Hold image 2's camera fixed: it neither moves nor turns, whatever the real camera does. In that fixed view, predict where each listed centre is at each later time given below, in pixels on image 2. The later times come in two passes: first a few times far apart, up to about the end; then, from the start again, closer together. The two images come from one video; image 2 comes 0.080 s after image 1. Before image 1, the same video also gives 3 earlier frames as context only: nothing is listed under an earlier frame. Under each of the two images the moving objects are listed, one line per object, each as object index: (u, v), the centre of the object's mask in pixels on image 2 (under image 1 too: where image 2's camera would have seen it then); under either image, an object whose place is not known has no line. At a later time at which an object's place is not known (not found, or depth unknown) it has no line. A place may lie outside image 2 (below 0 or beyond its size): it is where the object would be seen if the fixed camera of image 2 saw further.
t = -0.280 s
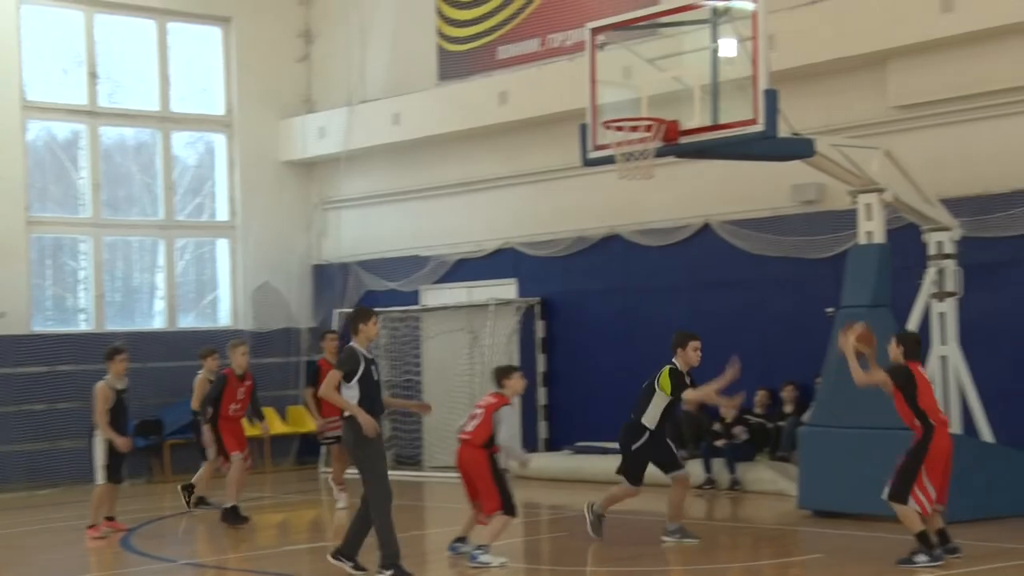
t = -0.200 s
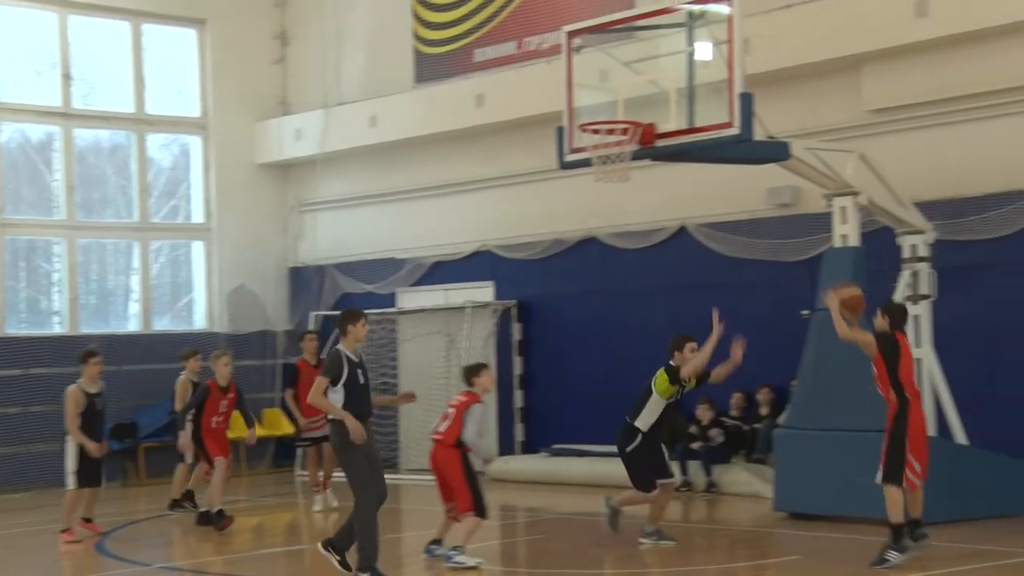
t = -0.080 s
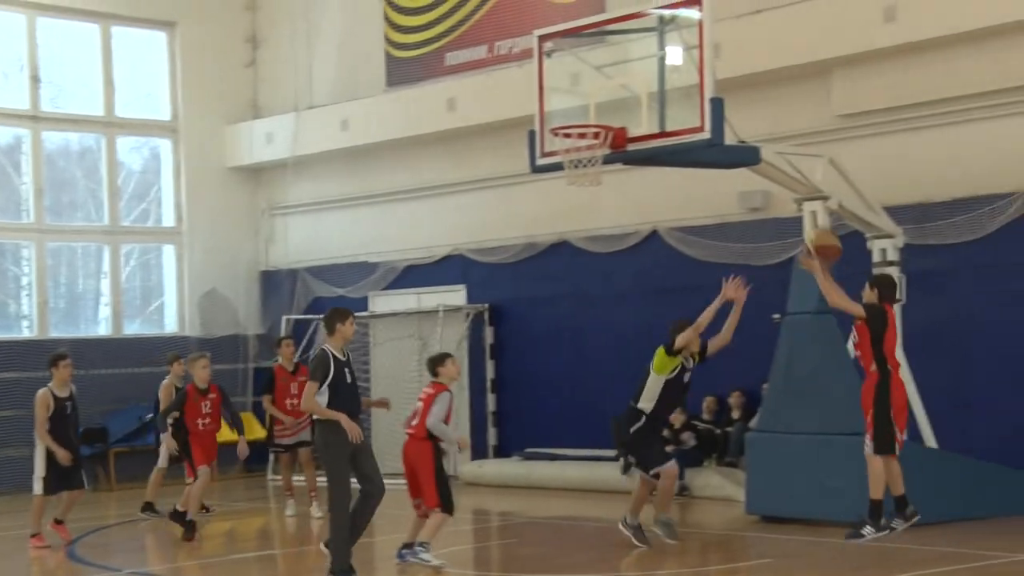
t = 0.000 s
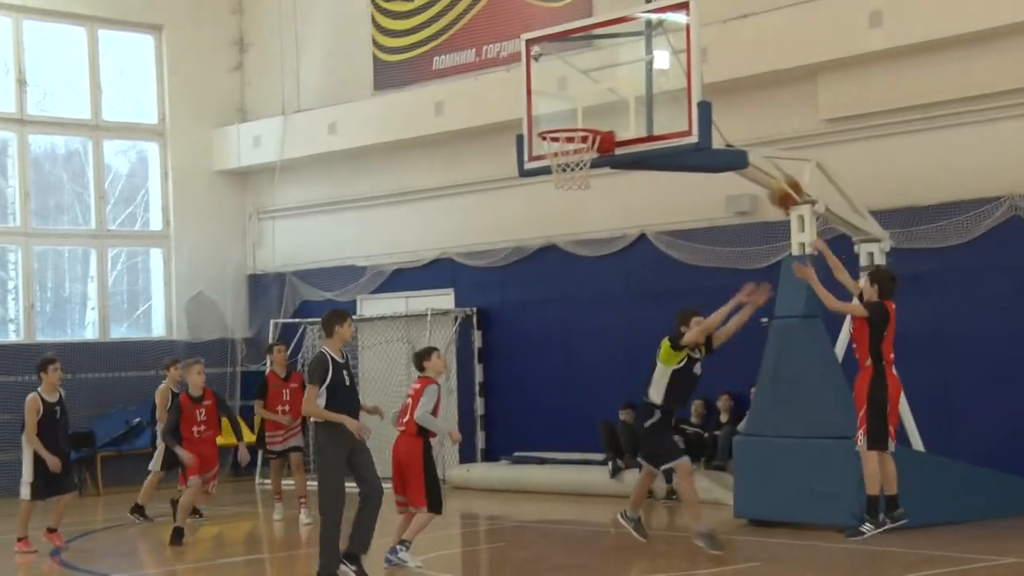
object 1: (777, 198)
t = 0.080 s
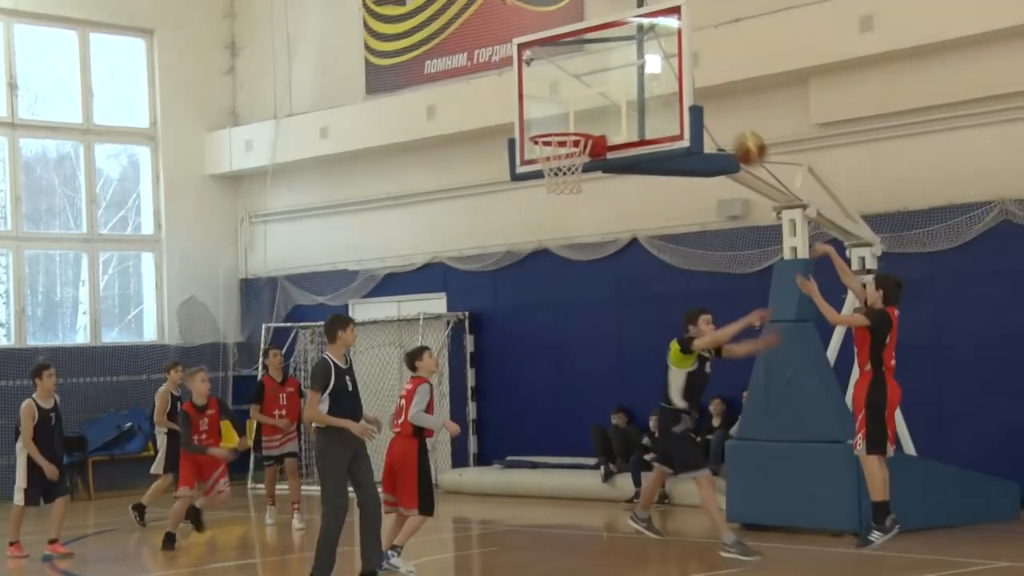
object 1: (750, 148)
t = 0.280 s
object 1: (688, 73)
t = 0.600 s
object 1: (594, 66)
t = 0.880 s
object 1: (538, 106)
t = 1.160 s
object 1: (507, 147)
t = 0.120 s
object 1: (737, 129)
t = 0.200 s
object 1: (712, 96)
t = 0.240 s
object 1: (700, 83)
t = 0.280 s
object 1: (688, 73)
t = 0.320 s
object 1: (676, 64)
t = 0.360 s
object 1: (663, 57)
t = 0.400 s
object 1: (652, 53)
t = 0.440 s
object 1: (639, 51)
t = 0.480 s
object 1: (628, 52)
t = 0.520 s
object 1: (617, 55)
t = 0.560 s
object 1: (605, 60)
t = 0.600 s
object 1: (594, 66)
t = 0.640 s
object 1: (583, 76)
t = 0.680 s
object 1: (572, 87)
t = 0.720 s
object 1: (562, 100)
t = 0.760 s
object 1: (552, 115)
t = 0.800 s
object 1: (546, 113)
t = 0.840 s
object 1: (541, 109)
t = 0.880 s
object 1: (538, 106)
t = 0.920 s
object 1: (533, 106)
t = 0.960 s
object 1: (529, 107)
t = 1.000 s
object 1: (524, 110)
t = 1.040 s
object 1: (520, 116)
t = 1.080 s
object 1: (516, 123)
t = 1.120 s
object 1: (512, 134)
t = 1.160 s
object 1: (507, 147)
